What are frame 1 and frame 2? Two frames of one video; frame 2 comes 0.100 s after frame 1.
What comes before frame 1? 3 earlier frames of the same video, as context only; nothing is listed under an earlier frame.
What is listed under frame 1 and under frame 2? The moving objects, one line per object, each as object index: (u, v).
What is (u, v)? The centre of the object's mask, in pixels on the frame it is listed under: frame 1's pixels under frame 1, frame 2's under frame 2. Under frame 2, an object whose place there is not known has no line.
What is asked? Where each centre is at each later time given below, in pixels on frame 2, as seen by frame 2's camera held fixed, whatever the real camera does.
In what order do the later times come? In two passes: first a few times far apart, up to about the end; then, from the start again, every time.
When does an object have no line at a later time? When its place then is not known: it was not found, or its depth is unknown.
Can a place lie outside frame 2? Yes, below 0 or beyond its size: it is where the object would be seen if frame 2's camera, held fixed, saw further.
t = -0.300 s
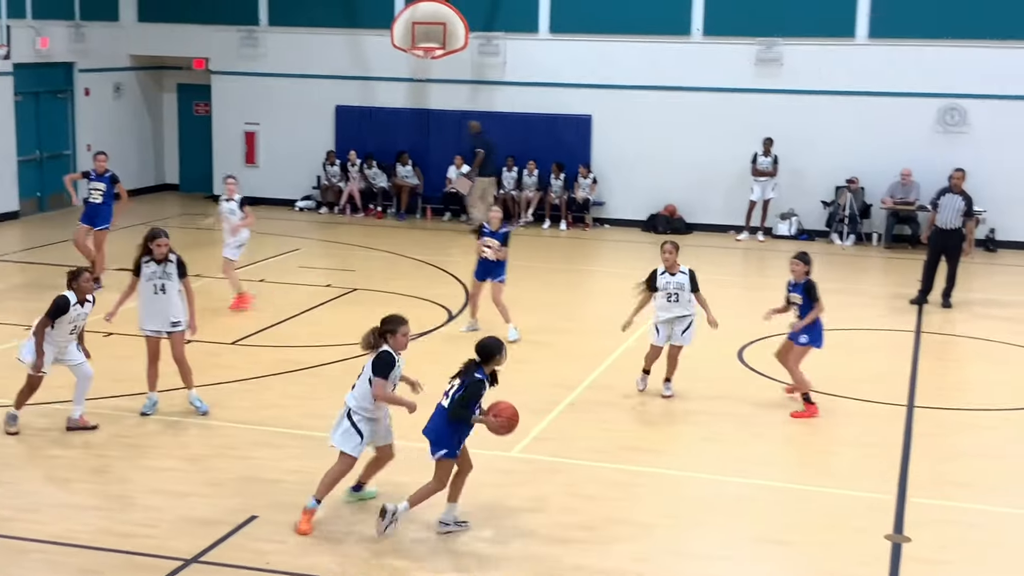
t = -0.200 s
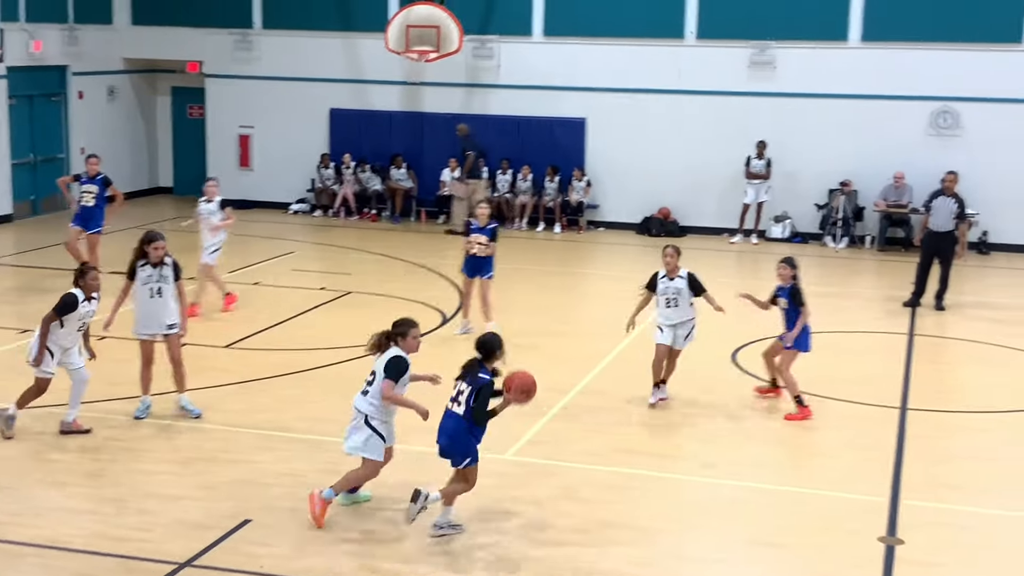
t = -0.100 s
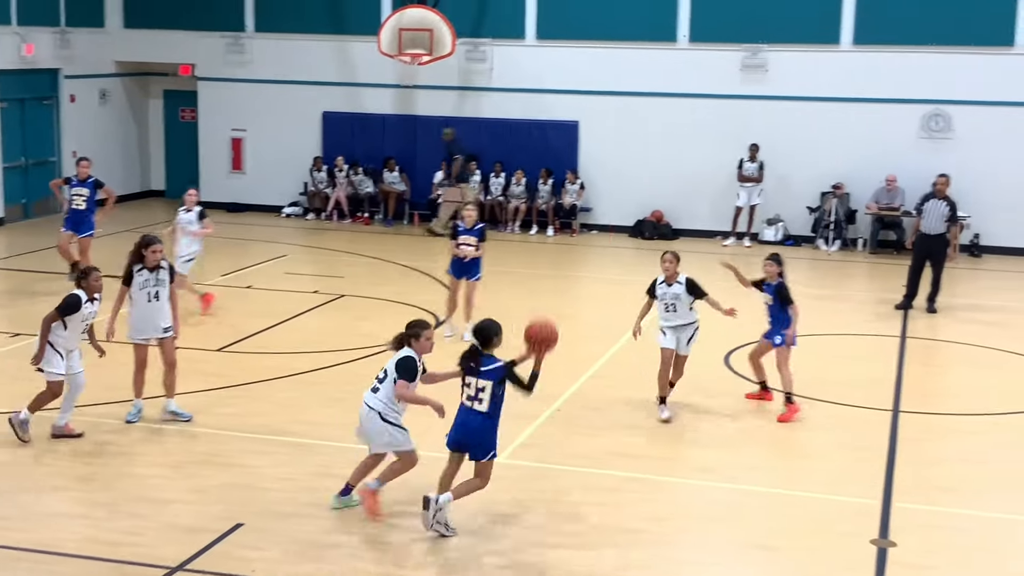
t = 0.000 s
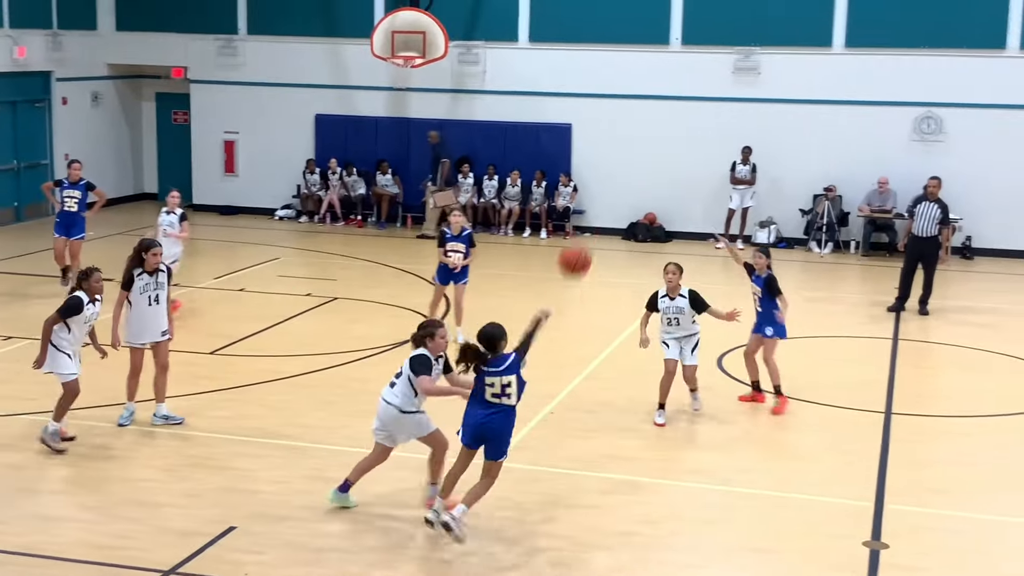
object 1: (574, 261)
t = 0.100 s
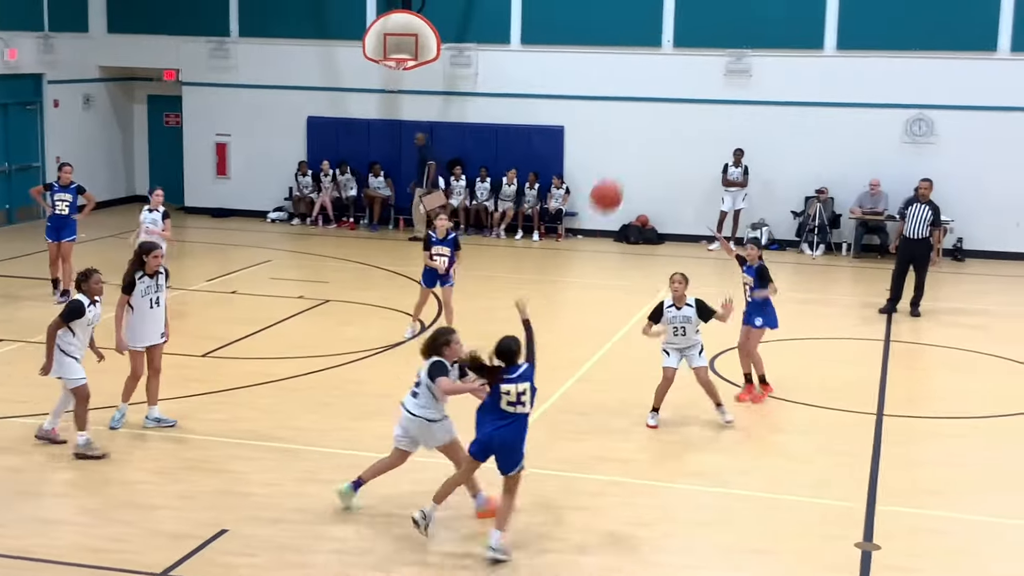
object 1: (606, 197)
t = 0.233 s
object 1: (653, 135)
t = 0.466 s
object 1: (721, 93)
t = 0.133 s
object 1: (618, 179)
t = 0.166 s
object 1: (630, 162)
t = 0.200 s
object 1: (642, 148)
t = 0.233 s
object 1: (653, 135)
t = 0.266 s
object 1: (664, 125)
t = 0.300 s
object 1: (675, 116)
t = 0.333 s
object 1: (685, 108)
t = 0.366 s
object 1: (694, 102)
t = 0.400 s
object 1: (704, 98)
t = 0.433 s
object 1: (713, 95)
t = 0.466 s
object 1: (721, 93)
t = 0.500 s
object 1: (730, 93)
